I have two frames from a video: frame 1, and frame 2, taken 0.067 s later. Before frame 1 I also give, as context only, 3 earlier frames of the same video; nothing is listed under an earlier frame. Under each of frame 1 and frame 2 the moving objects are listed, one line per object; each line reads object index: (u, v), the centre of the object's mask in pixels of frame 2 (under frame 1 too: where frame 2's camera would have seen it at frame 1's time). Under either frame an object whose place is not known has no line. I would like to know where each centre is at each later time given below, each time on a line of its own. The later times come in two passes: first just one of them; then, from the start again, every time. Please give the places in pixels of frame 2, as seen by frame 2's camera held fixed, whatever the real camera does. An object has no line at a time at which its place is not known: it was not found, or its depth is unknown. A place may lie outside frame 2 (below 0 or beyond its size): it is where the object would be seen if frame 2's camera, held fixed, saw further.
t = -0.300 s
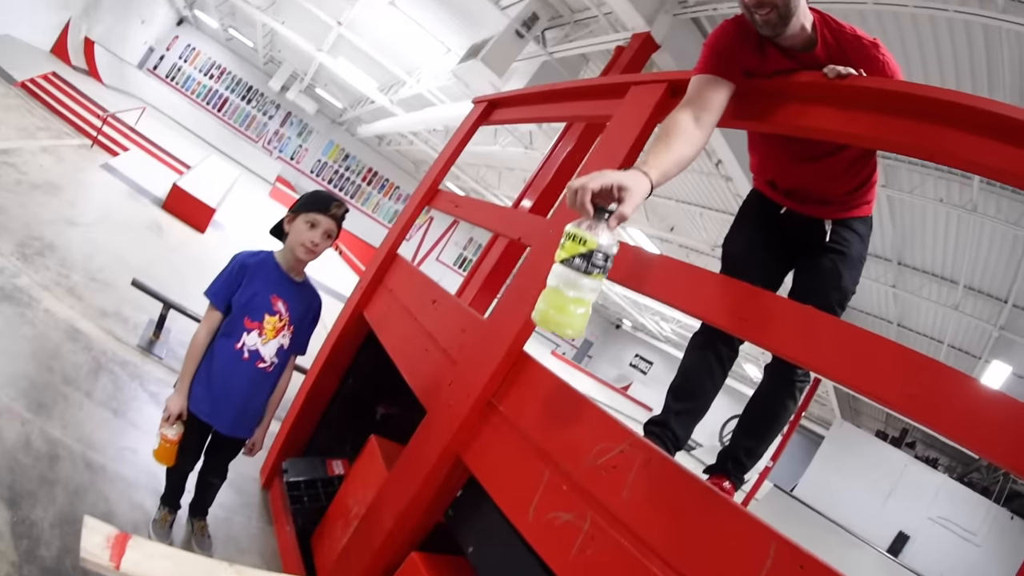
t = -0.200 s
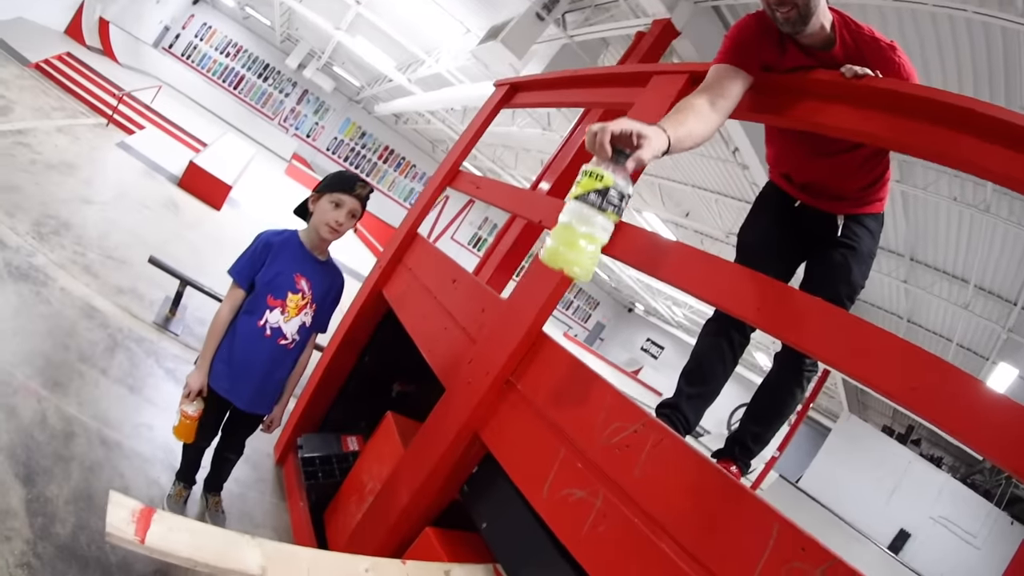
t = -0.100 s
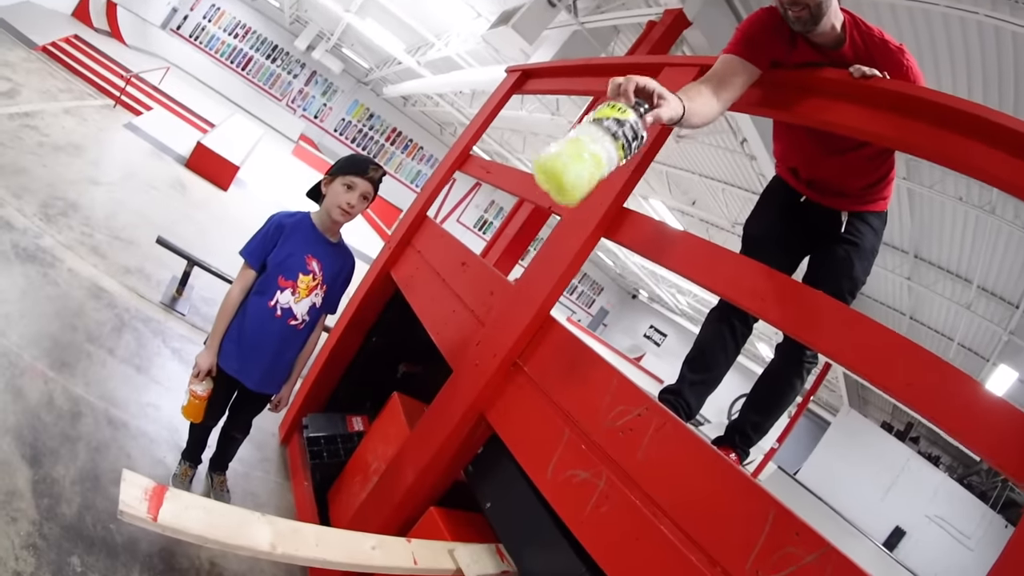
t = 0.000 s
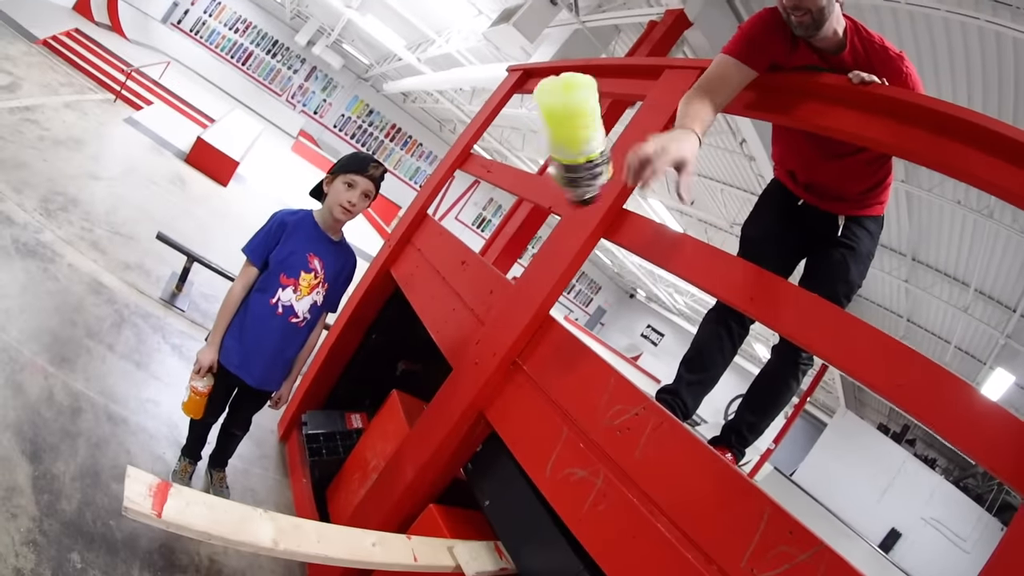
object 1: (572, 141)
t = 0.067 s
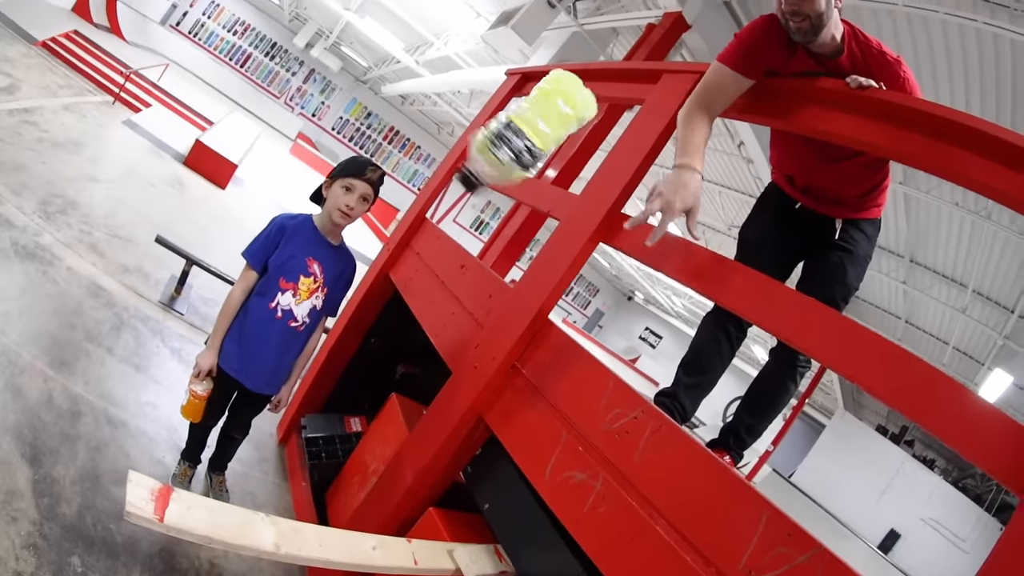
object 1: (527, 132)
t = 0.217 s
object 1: (407, 189)
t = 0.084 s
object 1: (518, 127)
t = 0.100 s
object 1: (508, 125)
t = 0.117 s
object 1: (497, 126)
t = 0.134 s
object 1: (486, 130)
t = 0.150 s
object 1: (473, 136)
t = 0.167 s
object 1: (459, 146)
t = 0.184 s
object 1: (444, 158)
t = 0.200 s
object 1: (426, 173)
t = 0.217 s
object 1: (407, 189)
